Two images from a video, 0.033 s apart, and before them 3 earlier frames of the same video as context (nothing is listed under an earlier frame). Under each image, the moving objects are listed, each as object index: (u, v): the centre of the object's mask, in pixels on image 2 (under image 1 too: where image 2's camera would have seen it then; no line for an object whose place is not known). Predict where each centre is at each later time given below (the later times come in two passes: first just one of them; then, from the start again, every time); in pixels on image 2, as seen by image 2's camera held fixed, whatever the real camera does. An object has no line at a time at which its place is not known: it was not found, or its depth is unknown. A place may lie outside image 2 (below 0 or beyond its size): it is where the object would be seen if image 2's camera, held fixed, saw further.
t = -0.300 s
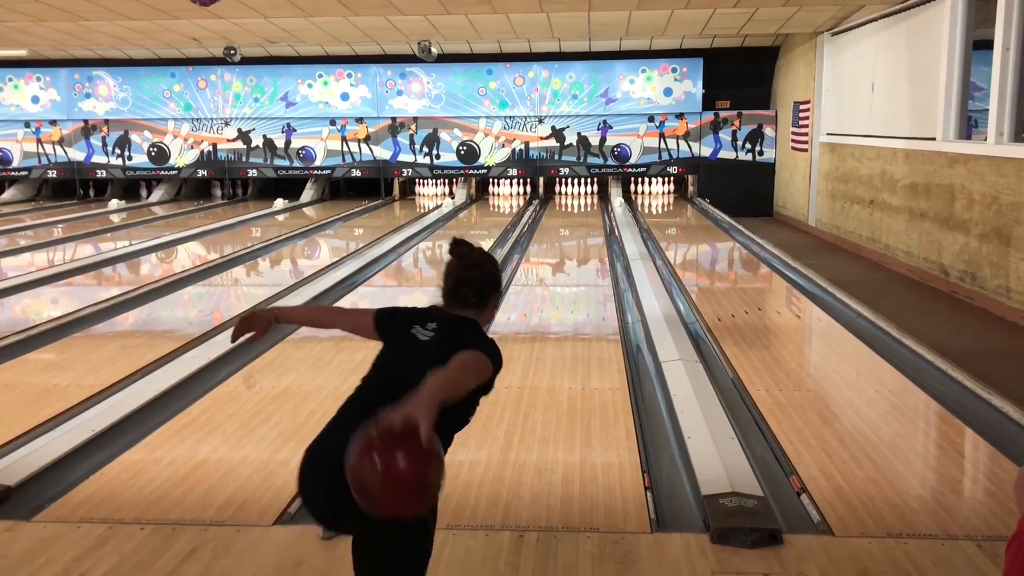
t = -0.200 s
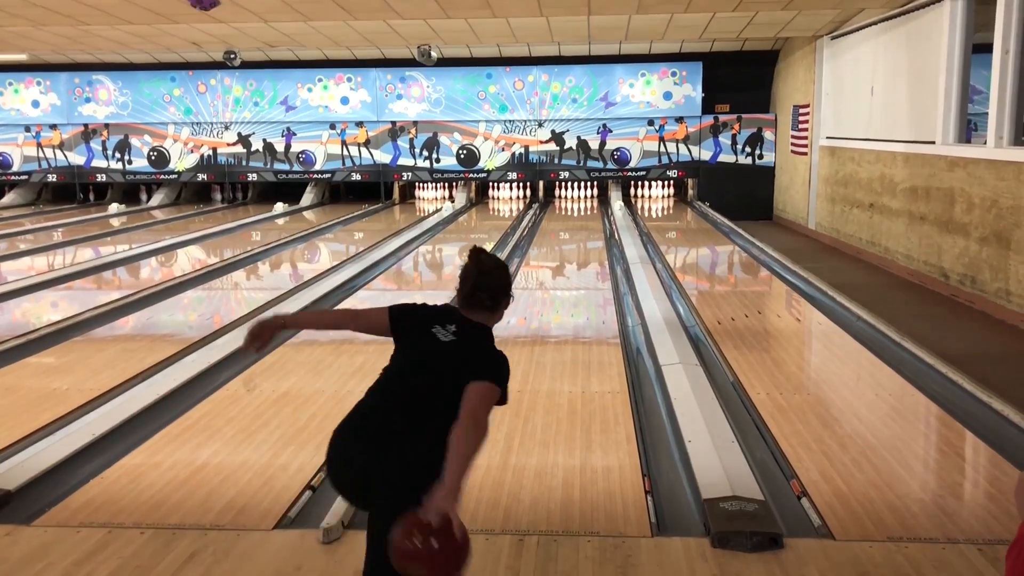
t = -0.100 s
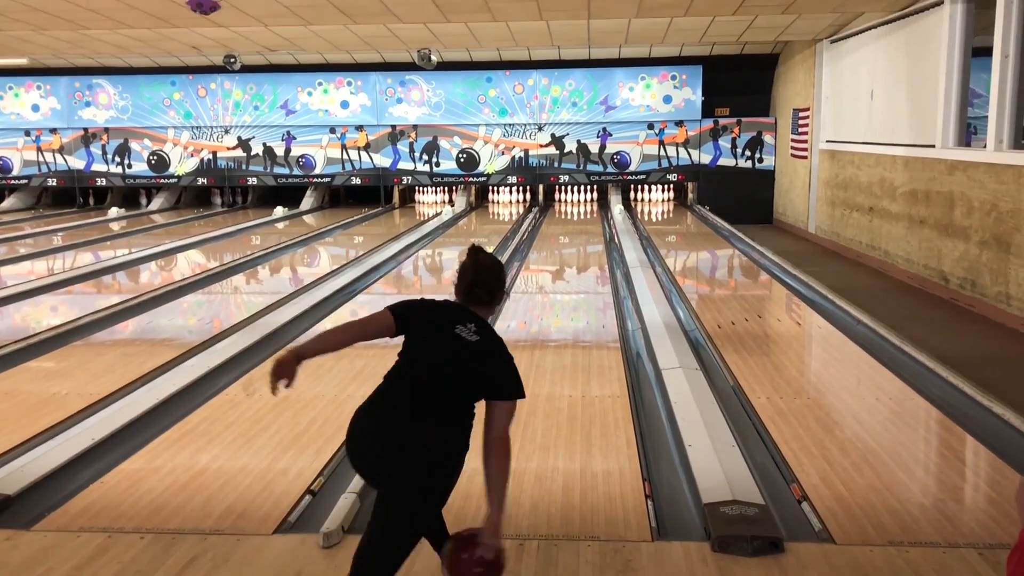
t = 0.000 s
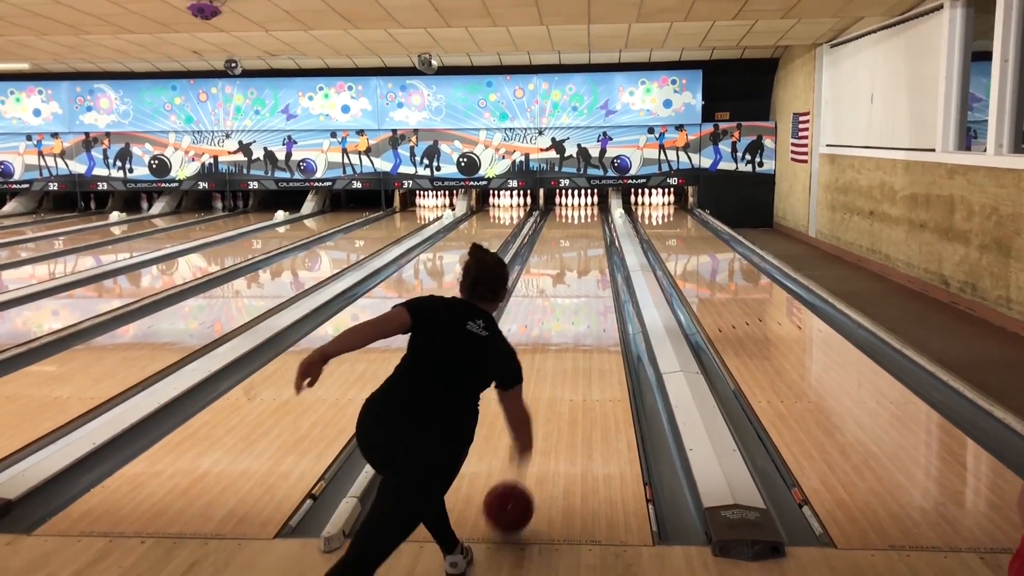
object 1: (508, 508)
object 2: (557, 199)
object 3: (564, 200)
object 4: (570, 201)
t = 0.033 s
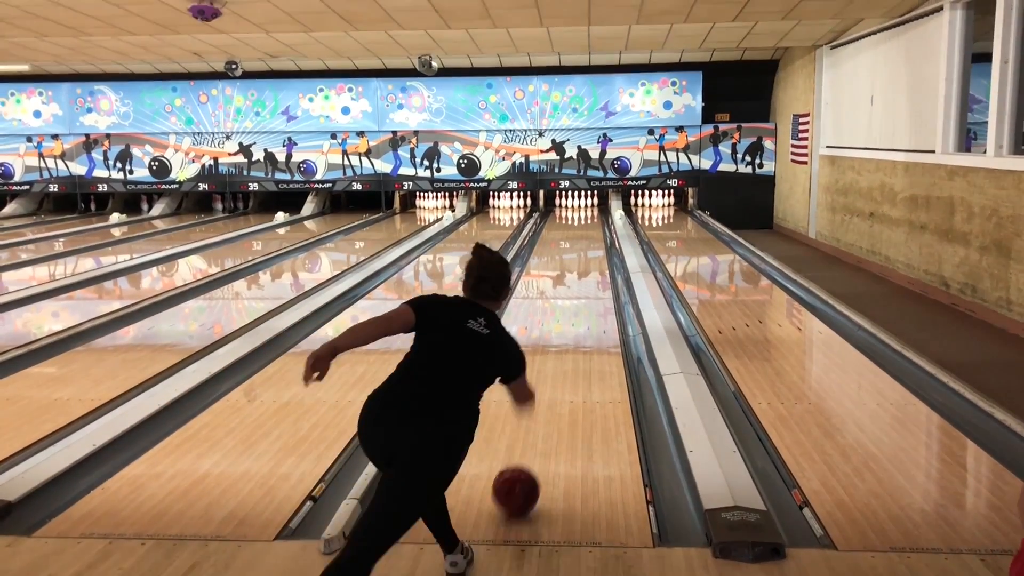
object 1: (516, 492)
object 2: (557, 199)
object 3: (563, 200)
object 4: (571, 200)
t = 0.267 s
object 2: (558, 191)
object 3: (566, 192)
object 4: (574, 192)
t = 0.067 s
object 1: (522, 470)
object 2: (557, 199)
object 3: (564, 199)
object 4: (571, 199)
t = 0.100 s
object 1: (527, 452)
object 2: (557, 199)
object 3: (564, 200)
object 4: (571, 200)
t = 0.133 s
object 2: (557, 198)
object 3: (563, 198)
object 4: (570, 199)
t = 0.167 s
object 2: (557, 197)
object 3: (564, 198)
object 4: (570, 198)
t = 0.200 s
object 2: (557, 194)
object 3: (564, 194)
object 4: (570, 194)
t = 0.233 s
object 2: (557, 191)
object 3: (565, 192)
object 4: (571, 192)
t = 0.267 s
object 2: (558, 191)
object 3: (566, 192)
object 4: (574, 192)
